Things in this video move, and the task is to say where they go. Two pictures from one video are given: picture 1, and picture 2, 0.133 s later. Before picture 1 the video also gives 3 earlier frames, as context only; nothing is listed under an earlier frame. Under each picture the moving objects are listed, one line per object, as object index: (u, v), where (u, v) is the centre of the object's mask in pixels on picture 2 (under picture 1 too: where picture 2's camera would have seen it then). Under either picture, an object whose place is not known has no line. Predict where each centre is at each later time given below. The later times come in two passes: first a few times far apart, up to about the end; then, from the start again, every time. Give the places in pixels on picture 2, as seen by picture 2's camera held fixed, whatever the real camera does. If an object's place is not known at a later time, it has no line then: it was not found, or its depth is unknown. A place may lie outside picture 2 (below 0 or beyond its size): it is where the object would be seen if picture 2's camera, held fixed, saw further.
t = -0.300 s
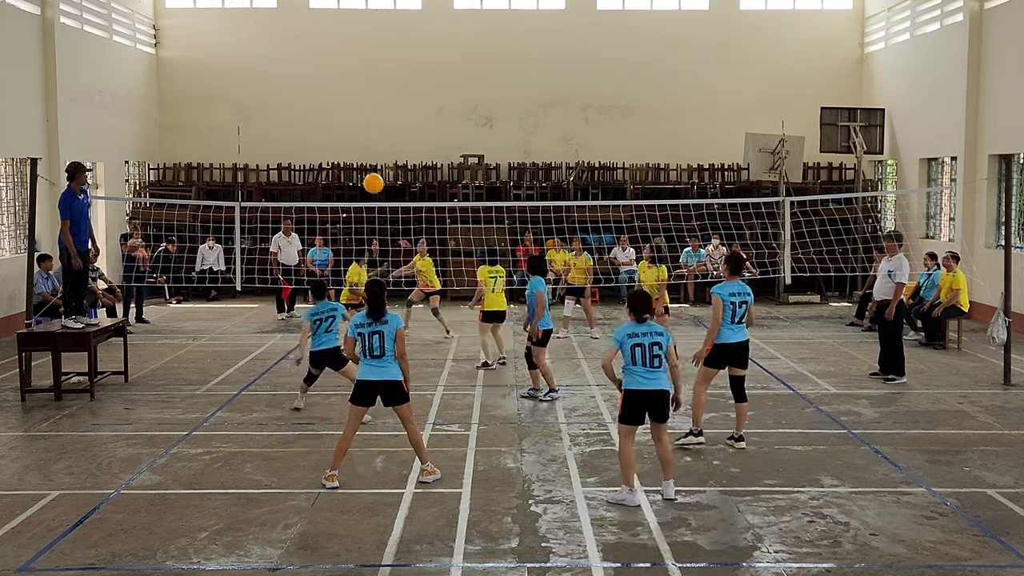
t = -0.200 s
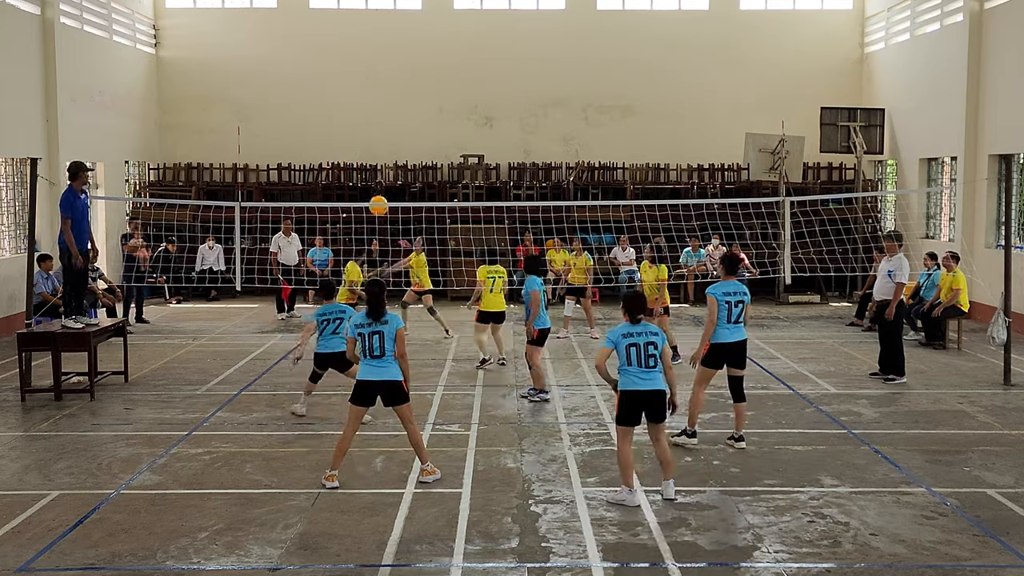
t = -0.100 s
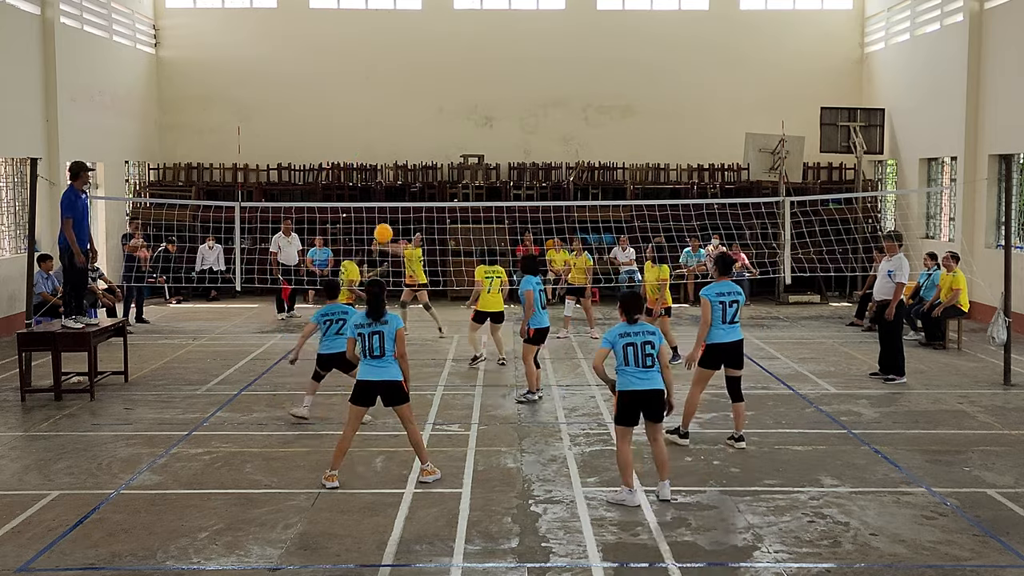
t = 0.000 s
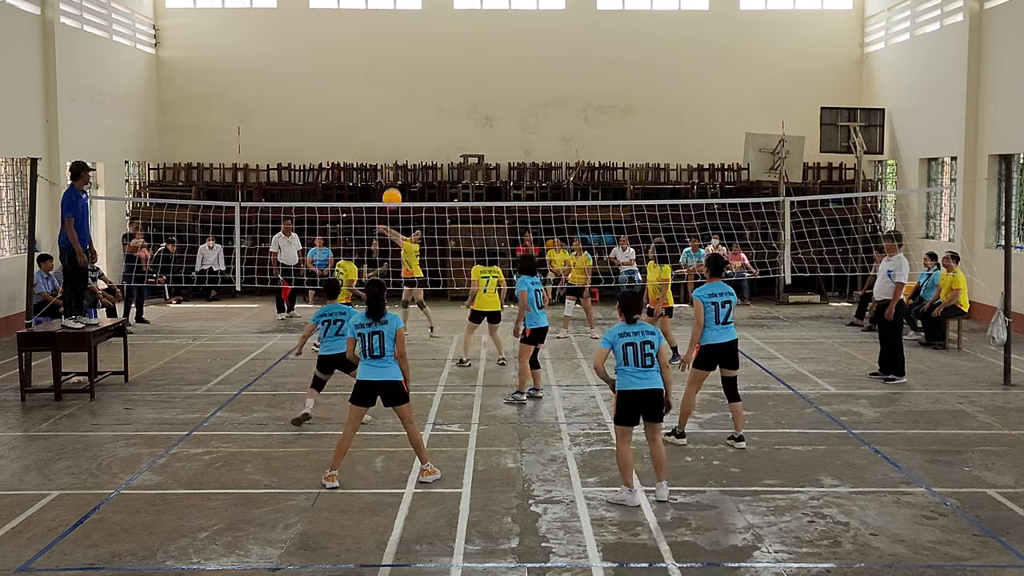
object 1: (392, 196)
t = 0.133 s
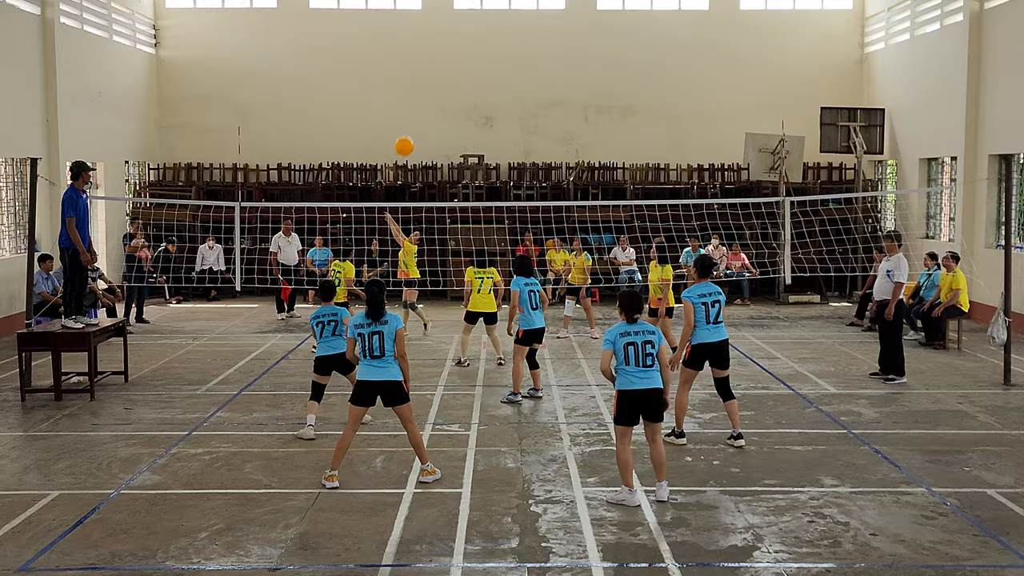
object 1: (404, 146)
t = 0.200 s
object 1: (410, 124)
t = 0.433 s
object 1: (430, 67)
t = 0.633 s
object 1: (447, 49)
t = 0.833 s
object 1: (466, 61)
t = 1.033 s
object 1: (485, 106)
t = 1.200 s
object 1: (498, 166)
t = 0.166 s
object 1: (407, 135)
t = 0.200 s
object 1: (410, 124)
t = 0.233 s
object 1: (412, 113)
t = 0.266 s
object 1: (415, 104)
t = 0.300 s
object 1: (418, 95)
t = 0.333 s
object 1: (421, 87)
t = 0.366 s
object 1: (424, 79)
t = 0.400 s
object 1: (427, 72)
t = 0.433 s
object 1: (430, 67)
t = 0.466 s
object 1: (433, 62)
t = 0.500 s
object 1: (436, 58)
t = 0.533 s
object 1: (439, 55)
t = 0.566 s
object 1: (441, 52)
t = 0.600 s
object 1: (444, 51)
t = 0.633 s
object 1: (447, 49)
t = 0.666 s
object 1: (450, 49)
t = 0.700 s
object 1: (454, 50)
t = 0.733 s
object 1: (457, 51)
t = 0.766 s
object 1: (460, 54)
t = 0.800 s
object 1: (463, 57)
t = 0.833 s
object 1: (466, 61)
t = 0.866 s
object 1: (470, 67)
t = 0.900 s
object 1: (473, 73)
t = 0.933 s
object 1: (476, 80)
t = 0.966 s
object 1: (479, 88)
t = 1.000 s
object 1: (482, 96)
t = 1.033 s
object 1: (485, 106)
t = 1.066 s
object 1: (487, 116)
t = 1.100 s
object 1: (490, 127)
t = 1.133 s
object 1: (492, 139)
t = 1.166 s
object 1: (496, 152)
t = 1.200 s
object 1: (498, 166)
